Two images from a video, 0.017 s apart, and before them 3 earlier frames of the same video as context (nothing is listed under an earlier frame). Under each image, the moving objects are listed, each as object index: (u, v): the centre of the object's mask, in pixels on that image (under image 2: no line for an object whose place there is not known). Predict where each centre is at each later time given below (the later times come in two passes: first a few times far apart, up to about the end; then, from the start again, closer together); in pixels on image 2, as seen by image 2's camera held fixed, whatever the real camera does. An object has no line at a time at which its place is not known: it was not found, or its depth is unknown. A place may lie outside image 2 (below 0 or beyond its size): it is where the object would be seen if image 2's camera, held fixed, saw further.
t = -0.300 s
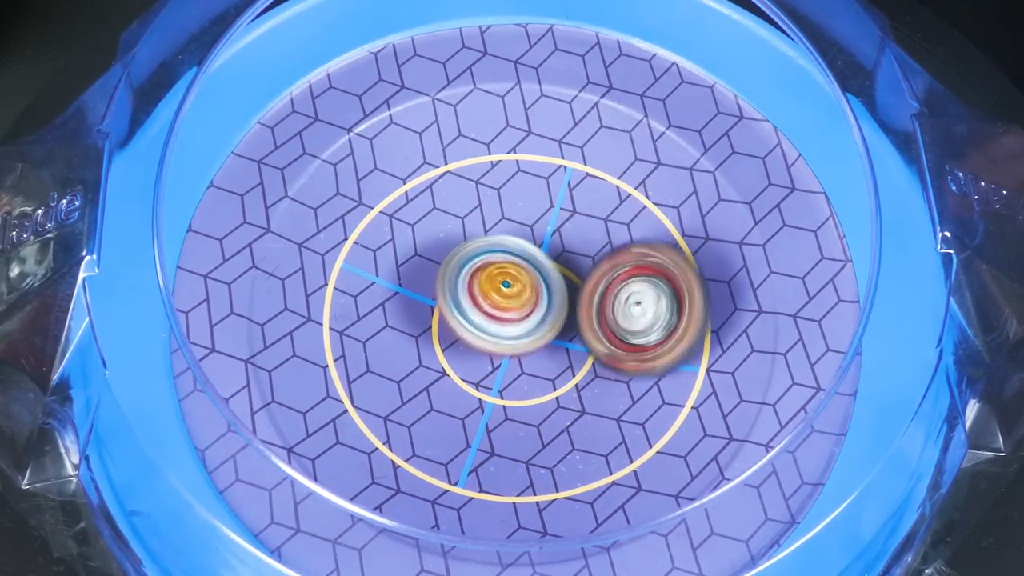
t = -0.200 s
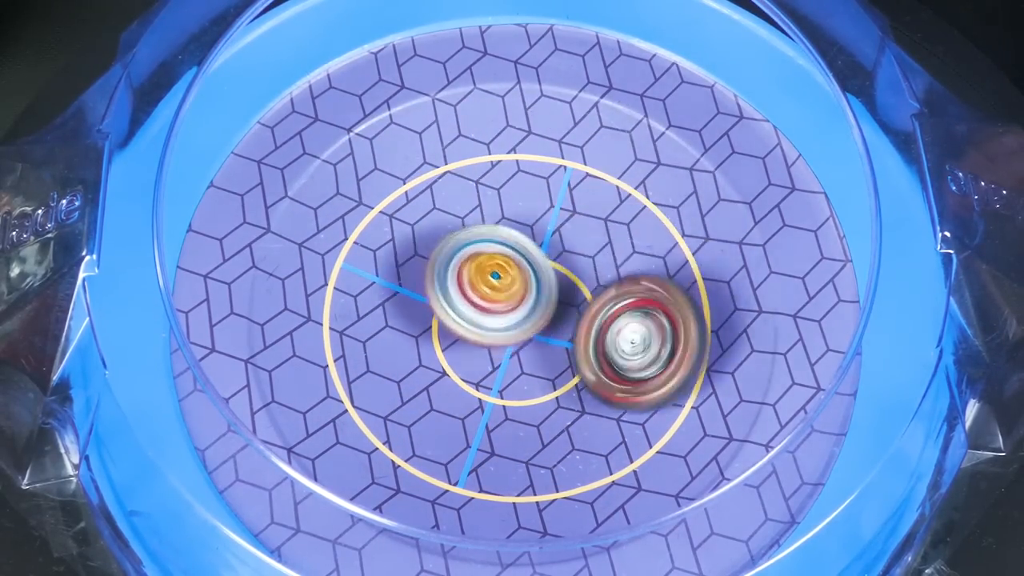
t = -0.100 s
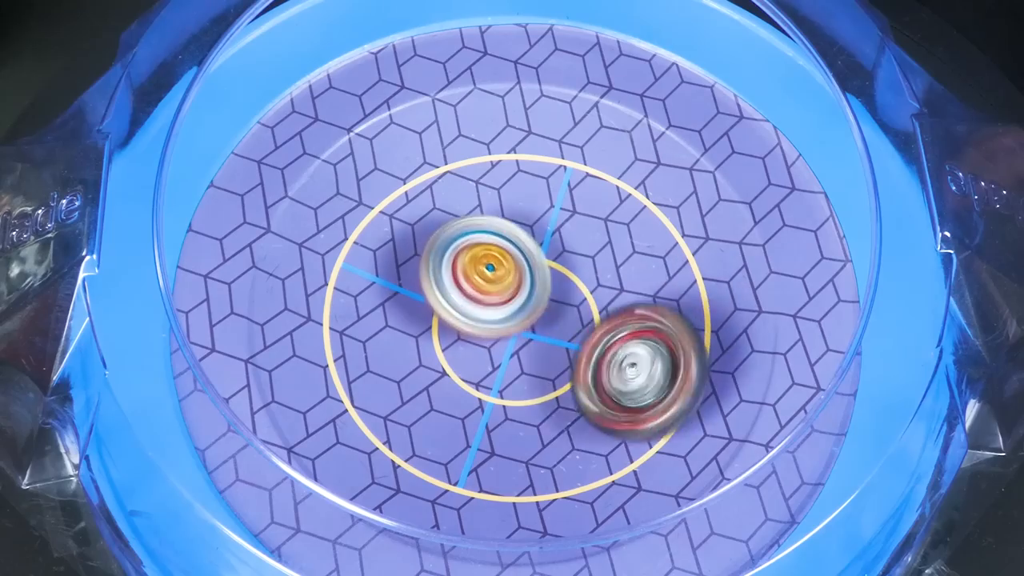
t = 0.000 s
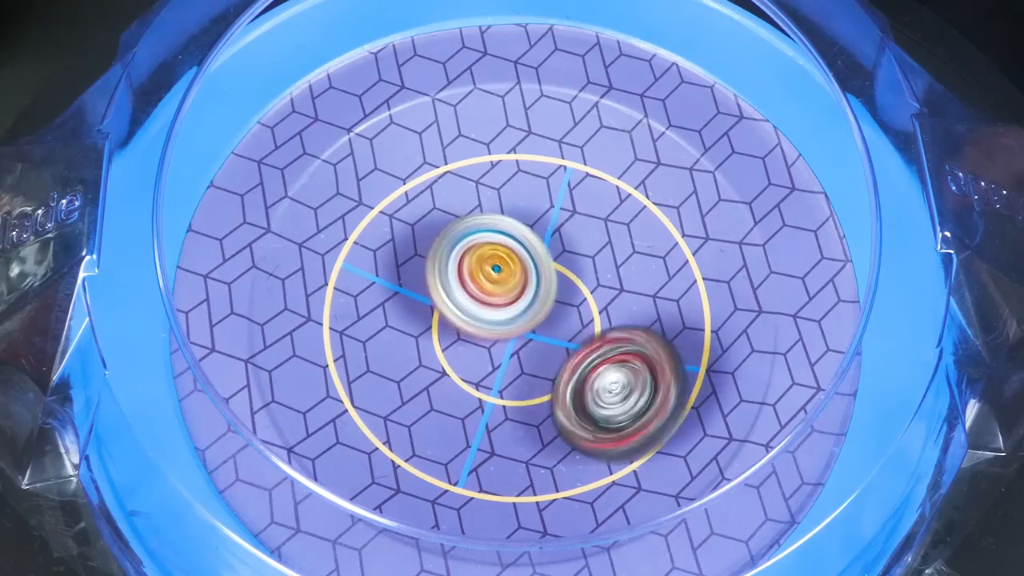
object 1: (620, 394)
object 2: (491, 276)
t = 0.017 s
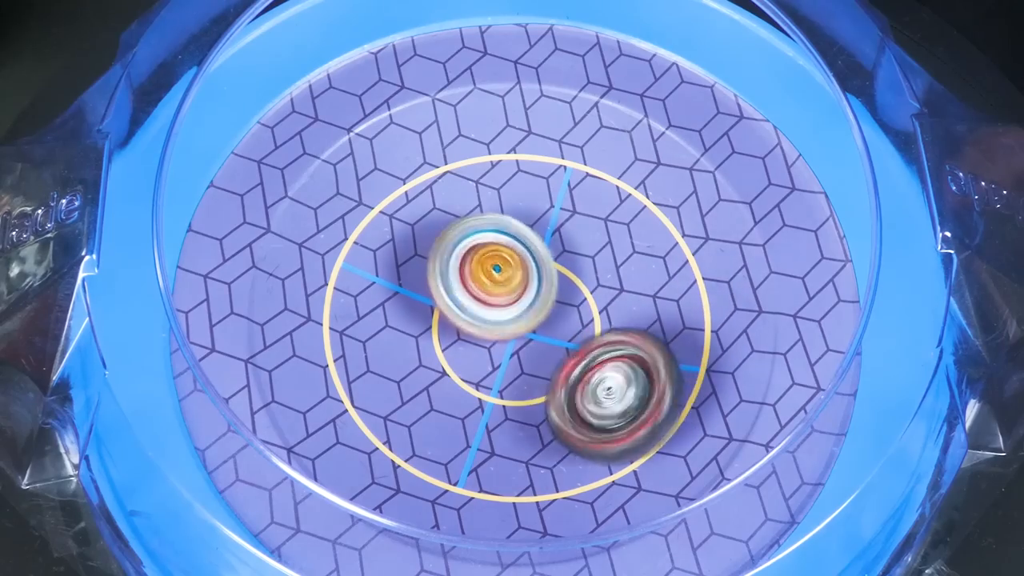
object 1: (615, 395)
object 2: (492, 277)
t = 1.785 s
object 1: (509, 157)
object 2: (513, 345)
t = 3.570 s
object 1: (581, 286)
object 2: (619, 160)
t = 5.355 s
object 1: (494, 301)
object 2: (415, 120)
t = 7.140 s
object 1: (539, 303)
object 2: (387, 249)
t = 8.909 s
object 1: (527, 306)
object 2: (393, 331)
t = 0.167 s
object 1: (562, 403)
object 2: (505, 280)
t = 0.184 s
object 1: (555, 402)
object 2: (507, 280)
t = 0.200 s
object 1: (547, 401)
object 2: (508, 280)
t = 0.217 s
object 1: (540, 400)
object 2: (509, 279)
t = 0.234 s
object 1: (534, 406)
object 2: (508, 274)
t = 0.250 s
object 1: (528, 410)
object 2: (509, 269)
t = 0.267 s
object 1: (521, 415)
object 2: (509, 264)
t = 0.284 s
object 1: (516, 418)
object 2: (510, 260)
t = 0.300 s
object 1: (509, 421)
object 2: (512, 259)
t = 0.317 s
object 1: (504, 422)
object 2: (512, 256)
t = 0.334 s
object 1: (497, 424)
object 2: (513, 255)
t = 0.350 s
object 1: (491, 424)
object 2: (514, 255)
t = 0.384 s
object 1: (480, 424)
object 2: (515, 255)
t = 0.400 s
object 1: (475, 423)
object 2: (516, 256)
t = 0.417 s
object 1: (469, 421)
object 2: (516, 257)
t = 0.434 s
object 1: (465, 419)
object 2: (516, 258)
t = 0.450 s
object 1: (461, 416)
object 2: (517, 259)
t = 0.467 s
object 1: (456, 413)
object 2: (517, 260)
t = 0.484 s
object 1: (452, 410)
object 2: (517, 261)
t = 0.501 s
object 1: (448, 405)
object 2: (518, 262)
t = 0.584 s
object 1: (434, 379)
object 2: (520, 268)
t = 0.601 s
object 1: (431, 372)
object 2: (521, 270)
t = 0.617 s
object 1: (429, 366)
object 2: (521, 271)
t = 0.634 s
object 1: (425, 361)
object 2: (523, 271)
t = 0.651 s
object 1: (414, 359)
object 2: (531, 266)
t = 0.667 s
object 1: (405, 356)
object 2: (539, 264)
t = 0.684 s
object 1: (397, 354)
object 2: (545, 261)
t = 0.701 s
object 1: (389, 351)
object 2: (549, 260)
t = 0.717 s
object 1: (383, 347)
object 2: (554, 260)
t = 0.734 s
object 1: (376, 344)
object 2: (557, 259)
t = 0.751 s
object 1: (370, 340)
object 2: (558, 260)
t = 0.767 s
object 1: (366, 335)
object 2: (560, 261)
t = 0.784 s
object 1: (361, 331)
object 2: (560, 262)
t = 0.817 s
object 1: (355, 323)
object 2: (560, 265)
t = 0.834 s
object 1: (351, 318)
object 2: (560, 267)
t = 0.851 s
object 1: (350, 313)
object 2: (559, 269)
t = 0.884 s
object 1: (348, 301)
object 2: (558, 272)
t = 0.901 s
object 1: (349, 297)
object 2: (557, 274)
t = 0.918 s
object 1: (349, 291)
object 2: (556, 276)
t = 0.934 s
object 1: (351, 285)
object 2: (555, 278)
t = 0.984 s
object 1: (359, 270)
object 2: (552, 284)
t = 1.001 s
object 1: (363, 265)
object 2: (552, 286)
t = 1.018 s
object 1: (368, 260)
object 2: (551, 287)
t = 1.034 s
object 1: (373, 255)
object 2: (551, 289)
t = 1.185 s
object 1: (435, 216)
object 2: (544, 302)
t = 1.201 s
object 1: (444, 215)
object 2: (543, 304)
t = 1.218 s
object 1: (451, 212)
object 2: (543, 306)
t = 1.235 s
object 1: (457, 203)
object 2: (547, 312)
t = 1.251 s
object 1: (459, 192)
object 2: (549, 320)
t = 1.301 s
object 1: (468, 158)
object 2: (553, 336)
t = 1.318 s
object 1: (470, 146)
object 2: (554, 339)
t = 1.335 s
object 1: (472, 137)
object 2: (554, 341)
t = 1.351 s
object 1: (474, 128)
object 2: (554, 344)
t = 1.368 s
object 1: (475, 120)
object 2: (554, 346)
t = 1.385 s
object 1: (475, 112)
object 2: (553, 348)
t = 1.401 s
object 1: (476, 106)
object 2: (553, 349)
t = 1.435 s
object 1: (477, 96)
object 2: (551, 352)
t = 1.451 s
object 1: (476, 91)
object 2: (550, 353)
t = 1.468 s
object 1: (476, 90)
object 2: (549, 353)
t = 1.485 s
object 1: (476, 89)
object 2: (547, 353)
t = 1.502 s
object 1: (475, 87)
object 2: (546, 354)
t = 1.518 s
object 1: (475, 87)
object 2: (544, 354)
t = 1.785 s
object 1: (509, 157)
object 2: (513, 345)
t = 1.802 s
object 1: (513, 164)
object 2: (510, 344)
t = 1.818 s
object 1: (516, 171)
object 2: (508, 343)
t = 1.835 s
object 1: (522, 179)
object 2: (506, 341)
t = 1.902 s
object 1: (537, 210)
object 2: (498, 337)
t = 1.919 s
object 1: (540, 216)
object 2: (496, 336)
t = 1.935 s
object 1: (546, 220)
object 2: (491, 339)
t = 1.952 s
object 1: (553, 224)
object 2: (486, 342)
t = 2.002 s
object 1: (564, 236)
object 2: (476, 344)
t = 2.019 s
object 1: (569, 243)
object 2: (475, 344)
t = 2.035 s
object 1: (569, 249)
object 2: (473, 343)
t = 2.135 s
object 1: (584, 277)
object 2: (463, 335)
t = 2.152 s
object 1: (585, 284)
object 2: (461, 334)
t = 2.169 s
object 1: (584, 288)
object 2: (459, 332)
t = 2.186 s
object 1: (585, 295)
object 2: (457, 330)
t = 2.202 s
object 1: (586, 299)
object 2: (453, 328)
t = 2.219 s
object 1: (587, 305)
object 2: (450, 326)
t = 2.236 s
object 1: (585, 310)
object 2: (448, 323)
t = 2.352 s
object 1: (572, 345)
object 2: (429, 297)
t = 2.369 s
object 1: (569, 351)
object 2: (423, 291)
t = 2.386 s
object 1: (566, 355)
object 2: (419, 285)
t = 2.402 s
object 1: (562, 358)
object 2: (415, 278)
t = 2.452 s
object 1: (546, 366)
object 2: (402, 260)
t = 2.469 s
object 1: (540, 368)
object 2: (398, 255)
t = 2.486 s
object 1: (534, 369)
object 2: (394, 250)
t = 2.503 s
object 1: (529, 370)
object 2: (391, 245)
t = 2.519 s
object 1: (523, 370)
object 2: (388, 240)
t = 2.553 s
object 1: (510, 370)
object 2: (382, 230)
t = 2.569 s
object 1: (506, 369)
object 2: (380, 225)
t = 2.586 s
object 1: (500, 367)
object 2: (378, 221)
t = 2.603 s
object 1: (495, 365)
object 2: (376, 216)
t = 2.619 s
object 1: (489, 364)
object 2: (375, 213)
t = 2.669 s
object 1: (474, 356)
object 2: (375, 203)
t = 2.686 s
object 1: (469, 353)
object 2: (375, 201)
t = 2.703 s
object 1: (465, 349)
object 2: (377, 199)
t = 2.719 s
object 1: (461, 345)
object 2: (378, 198)
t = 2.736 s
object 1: (458, 341)
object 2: (380, 197)
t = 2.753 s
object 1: (455, 337)
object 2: (382, 196)
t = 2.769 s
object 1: (451, 332)
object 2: (385, 196)
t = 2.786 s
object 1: (449, 328)
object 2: (387, 196)
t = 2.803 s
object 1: (447, 324)
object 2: (391, 197)
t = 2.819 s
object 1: (447, 321)
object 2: (394, 196)
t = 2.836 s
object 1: (446, 326)
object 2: (396, 189)
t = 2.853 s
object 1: (447, 332)
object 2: (398, 181)
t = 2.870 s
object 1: (452, 338)
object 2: (401, 173)
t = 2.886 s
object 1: (455, 344)
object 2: (403, 168)
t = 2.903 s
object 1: (458, 346)
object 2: (407, 163)
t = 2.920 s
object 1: (463, 348)
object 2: (411, 157)
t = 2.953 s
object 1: (471, 348)
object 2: (420, 147)
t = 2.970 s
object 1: (477, 348)
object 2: (424, 143)
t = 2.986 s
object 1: (480, 345)
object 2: (429, 139)
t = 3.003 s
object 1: (483, 341)
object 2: (435, 136)
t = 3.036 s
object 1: (492, 335)
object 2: (446, 129)
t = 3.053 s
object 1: (495, 332)
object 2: (452, 126)
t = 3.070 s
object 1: (497, 329)
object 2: (458, 124)
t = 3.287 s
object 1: (544, 294)
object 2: (539, 116)
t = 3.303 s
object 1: (548, 291)
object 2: (546, 116)
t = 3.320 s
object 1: (551, 290)
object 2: (552, 117)
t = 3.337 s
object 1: (555, 288)
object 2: (557, 119)
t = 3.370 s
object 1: (560, 287)
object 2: (569, 122)
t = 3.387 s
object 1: (563, 285)
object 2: (575, 124)
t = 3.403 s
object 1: (566, 285)
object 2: (580, 126)
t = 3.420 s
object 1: (570, 285)
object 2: (585, 129)
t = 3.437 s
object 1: (571, 285)
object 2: (590, 131)
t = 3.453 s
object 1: (573, 284)
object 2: (595, 134)
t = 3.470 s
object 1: (575, 285)
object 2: (600, 137)
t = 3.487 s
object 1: (577, 284)
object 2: (604, 141)
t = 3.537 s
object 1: (580, 286)
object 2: (614, 152)
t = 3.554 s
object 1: (580, 287)
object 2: (617, 156)
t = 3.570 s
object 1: (581, 286)
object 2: (619, 160)
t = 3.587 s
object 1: (581, 290)
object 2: (621, 165)
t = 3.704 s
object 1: (552, 321)
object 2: (642, 194)
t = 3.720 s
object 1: (548, 322)
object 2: (645, 199)
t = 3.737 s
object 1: (544, 327)
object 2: (646, 206)
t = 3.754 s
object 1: (539, 330)
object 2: (648, 211)
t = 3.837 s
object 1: (522, 339)
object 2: (646, 246)
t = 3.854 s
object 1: (518, 341)
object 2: (644, 255)
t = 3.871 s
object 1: (513, 342)
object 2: (643, 264)
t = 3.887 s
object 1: (510, 342)
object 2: (640, 271)
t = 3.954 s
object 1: (494, 342)
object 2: (629, 308)
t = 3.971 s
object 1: (491, 340)
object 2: (627, 318)
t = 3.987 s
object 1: (488, 340)
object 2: (624, 327)
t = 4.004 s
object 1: (484, 338)
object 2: (621, 336)
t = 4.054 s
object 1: (476, 331)
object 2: (609, 363)
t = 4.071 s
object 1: (473, 329)
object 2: (606, 372)
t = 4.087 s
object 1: (471, 326)
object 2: (601, 380)
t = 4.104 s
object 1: (469, 323)
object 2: (598, 388)
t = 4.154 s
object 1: (466, 313)
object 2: (585, 411)
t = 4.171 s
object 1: (465, 309)
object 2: (580, 418)
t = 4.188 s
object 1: (465, 306)
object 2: (576, 426)
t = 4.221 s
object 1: (467, 299)
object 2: (566, 438)
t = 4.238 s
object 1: (468, 296)
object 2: (561, 445)
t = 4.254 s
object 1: (468, 292)
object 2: (557, 450)
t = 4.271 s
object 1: (470, 289)
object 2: (552, 455)
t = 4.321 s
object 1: (478, 280)
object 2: (539, 466)
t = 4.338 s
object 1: (480, 277)
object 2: (535, 469)
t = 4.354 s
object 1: (482, 274)
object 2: (530, 471)
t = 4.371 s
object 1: (485, 272)
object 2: (525, 472)
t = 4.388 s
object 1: (489, 270)
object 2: (521, 474)
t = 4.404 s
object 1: (492, 268)
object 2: (518, 474)
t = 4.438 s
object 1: (498, 265)
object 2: (511, 473)
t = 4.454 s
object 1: (502, 264)
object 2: (508, 471)
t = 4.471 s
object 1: (507, 263)
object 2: (504, 469)
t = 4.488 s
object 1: (510, 263)
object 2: (502, 467)
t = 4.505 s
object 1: (514, 262)
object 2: (500, 463)
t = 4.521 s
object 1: (517, 261)
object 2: (497, 460)
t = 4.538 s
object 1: (521, 261)
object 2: (495, 457)
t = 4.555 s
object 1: (524, 261)
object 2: (492, 452)
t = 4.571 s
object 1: (528, 262)
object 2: (490, 448)
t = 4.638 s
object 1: (540, 266)
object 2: (484, 426)
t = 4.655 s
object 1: (543, 267)
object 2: (483, 420)
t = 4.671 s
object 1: (546, 269)
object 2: (482, 415)
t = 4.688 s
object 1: (548, 270)
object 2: (481, 408)
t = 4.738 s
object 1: (555, 278)
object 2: (476, 385)
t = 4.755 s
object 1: (556, 281)
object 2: (474, 377)
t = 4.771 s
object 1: (560, 281)
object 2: (470, 370)
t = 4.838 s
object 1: (573, 282)
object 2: (445, 342)
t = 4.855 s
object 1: (573, 283)
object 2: (441, 334)
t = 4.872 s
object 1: (575, 283)
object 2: (437, 325)
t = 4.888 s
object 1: (575, 287)
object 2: (433, 316)
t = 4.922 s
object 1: (573, 292)
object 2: (425, 298)
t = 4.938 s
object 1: (573, 295)
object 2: (422, 288)
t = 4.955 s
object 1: (572, 296)
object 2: (418, 279)
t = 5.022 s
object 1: (562, 305)
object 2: (407, 242)
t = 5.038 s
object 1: (559, 307)
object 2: (405, 233)
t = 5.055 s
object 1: (557, 309)
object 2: (403, 225)
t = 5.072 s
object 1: (553, 311)
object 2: (401, 216)
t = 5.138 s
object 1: (539, 315)
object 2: (396, 182)
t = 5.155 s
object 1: (535, 316)
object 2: (396, 174)
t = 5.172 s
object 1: (530, 316)
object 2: (396, 167)
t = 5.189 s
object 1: (527, 315)
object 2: (395, 161)
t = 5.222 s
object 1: (520, 314)
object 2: (397, 148)
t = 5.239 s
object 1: (516, 314)
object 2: (399, 142)
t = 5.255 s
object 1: (512, 313)
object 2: (400, 136)
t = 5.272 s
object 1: (509, 311)
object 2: (402, 132)
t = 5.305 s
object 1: (502, 308)
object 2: (406, 125)
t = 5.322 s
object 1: (500, 306)
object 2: (409, 123)
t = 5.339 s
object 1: (496, 304)
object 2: (411, 121)
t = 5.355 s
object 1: (494, 301)
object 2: (415, 120)
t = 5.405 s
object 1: (489, 294)
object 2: (424, 120)
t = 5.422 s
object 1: (487, 291)
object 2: (428, 120)
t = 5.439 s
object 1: (486, 288)
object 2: (432, 121)
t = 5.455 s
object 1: (486, 286)
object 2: (436, 123)
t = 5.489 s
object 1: (487, 281)
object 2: (443, 127)
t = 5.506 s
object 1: (487, 279)
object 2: (449, 130)
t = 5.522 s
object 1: (487, 276)
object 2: (454, 132)
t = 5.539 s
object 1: (488, 273)
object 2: (458, 135)
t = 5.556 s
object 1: (489, 271)
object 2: (463, 137)
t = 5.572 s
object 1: (491, 268)
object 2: (467, 141)
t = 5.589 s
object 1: (493, 268)
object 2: (472, 143)
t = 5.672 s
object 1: (498, 279)
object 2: (504, 153)
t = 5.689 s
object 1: (498, 282)
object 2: (512, 156)
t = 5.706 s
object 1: (501, 282)
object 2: (520, 160)
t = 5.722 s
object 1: (503, 283)
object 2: (528, 164)
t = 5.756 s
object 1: (508, 285)
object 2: (541, 172)
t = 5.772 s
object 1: (510, 287)
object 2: (550, 176)
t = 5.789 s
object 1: (510, 289)
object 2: (559, 181)
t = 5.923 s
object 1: (519, 311)
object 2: (619, 225)
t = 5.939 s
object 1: (520, 314)
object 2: (626, 232)
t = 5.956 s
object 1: (521, 317)
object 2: (632, 238)
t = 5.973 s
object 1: (520, 319)
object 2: (638, 244)
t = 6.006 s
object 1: (521, 323)
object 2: (646, 257)
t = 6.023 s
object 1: (520, 325)
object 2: (651, 265)
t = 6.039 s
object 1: (521, 326)
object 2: (655, 271)
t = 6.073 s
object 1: (518, 330)
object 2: (660, 284)
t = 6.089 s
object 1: (518, 331)
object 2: (662, 292)
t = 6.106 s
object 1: (516, 332)
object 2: (664, 299)
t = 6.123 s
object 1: (515, 333)
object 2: (666, 305)
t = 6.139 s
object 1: (514, 335)
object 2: (667, 311)
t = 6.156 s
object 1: (512, 336)
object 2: (667, 318)
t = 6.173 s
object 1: (511, 336)
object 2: (668, 326)
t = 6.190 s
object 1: (510, 336)
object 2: (667, 332)
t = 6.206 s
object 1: (508, 335)
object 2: (666, 337)
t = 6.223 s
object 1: (508, 335)
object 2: (665, 343)
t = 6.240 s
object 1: (506, 336)
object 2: (663, 350)
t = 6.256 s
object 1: (504, 334)
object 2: (662, 355)
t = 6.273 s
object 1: (503, 334)
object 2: (659, 360)
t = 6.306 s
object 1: (501, 332)
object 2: (653, 370)
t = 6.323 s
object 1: (500, 330)
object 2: (649, 375)
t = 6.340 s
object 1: (500, 330)
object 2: (644, 379)
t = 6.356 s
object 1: (499, 327)
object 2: (641, 382)
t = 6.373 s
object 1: (498, 325)
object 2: (636, 386)
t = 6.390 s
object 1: (499, 323)
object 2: (630, 391)
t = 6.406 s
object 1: (499, 322)
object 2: (624, 393)
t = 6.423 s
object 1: (498, 319)
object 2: (619, 395)
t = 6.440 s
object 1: (500, 317)
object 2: (612, 398)
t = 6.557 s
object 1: (504, 290)
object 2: (565, 415)
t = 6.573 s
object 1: (506, 286)
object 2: (559, 416)
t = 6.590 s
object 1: (507, 284)
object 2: (551, 418)
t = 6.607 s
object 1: (509, 281)
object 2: (543, 418)
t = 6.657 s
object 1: (513, 277)
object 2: (519, 417)
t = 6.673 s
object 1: (515, 275)
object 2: (512, 415)
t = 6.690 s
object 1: (517, 274)
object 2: (503, 413)
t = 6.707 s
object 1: (519, 272)
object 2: (496, 411)
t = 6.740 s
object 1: (523, 271)
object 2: (481, 404)
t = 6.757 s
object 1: (525, 270)
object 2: (473, 401)
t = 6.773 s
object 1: (528, 270)
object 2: (467, 397)
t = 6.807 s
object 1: (532, 270)
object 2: (454, 387)
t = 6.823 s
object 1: (533, 270)
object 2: (448, 382)
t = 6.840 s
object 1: (535, 270)
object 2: (442, 376)
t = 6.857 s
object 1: (536, 271)
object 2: (435, 369)
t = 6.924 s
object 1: (542, 276)
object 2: (416, 344)
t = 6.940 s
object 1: (544, 277)
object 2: (412, 337)
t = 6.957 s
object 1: (543, 279)
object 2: (408, 330)
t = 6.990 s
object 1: (546, 283)
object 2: (401, 316)
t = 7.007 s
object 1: (546, 285)
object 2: (399, 309)
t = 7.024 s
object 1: (546, 287)
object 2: (397, 301)
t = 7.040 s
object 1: (546, 289)
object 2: (394, 293)
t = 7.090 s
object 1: (544, 296)
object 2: (389, 270)
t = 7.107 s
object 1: (543, 299)
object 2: (388, 263)
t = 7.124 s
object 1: (541, 301)
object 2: (387, 257)
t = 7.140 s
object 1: (539, 303)
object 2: (387, 249)
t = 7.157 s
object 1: (538, 305)
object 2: (388, 242)
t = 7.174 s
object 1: (535, 306)
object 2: (387, 236)
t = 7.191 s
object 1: (534, 307)
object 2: (388, 228)
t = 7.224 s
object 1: (528, 309)
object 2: (391, 216)
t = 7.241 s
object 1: (526, 310)
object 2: (392, 210)
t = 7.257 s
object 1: (523, 310)
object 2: (395, 204)
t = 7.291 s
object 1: (518, 311)
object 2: (400, 194)
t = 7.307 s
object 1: (516, 310)
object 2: (404, 189)
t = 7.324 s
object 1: (513, 310)
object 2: (408, 184)
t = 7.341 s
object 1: (511, 310)
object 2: (411, 180)
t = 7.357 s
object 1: (508, 308)
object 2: (416, 176)
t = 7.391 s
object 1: (504, 307)
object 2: (425, 169)
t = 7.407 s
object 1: (502, 306)
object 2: (430, 166)
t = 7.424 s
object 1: (500, 303)
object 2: (435, 165)
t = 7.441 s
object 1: (499, 302)
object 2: (441, 161)
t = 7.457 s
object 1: (497, 300)
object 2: (447, 160)
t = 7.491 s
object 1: (496, 296)
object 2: (460, 157)
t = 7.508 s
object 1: (494, 294)
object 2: (465, 157)
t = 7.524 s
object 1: (494, 291)
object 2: (472, 157)
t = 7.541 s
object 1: (494, 290)
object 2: (479, 156)
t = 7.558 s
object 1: (494, 288)
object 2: (484, 155)
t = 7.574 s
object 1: (495, 286)
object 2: (491, 157)
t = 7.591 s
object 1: (496, 284)
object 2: (498, 157)
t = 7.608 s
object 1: (496, 283)
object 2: (505, 156)
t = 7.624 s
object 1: (497, 282)
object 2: (511, 159)
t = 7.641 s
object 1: (496, 285)
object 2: (519, 159)
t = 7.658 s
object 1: (493, 287)
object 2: (527, 155)
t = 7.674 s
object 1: (492, 287)
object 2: (534, 157)
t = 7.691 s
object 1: (494, 289)
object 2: (543, 157)
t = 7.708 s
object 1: (494, 291)
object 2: (551, 156)
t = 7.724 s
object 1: (495, 292)
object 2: (557, 159)
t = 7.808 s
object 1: (501, 295)
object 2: (594, 170)
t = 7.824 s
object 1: (502, 296)
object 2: (599, 175)
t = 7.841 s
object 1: (504, 297)
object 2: (607, 180)
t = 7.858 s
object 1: (505, 299)
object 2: (613, 183)
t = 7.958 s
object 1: (510, 306)
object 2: (639, 216)
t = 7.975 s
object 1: (510, 306)
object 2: (641, 224)
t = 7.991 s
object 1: (511, 307)
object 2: (644, 230)
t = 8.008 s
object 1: (512, 308)
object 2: (647, 235)
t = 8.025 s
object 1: (512, 310)
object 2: (647, 243)
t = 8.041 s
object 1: (511, 311)
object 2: (649, 250)
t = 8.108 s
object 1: (511, 313)
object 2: (649, 278)
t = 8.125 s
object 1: (510, 315)
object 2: (646, 287)
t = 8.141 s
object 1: (510, 315)
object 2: (645, 294)
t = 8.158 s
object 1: (510, 316)
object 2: (643, 300)
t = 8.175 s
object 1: (510, 315)
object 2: (641, 308)
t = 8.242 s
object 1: (493, 312)
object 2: (638, 339)
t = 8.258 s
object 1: (491, 311)
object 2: (634, 346)
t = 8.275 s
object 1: (491, 310)
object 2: (631, 355)
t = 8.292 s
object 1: (491, 309)
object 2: (627, 361)
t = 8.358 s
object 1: (491, 307)
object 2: (604, 386)
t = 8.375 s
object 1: (490, 305)
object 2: (599, 390)
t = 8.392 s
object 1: (490, 304)
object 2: (592, 396)
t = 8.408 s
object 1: (490, 302)
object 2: (584, 401)
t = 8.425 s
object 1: (491, 300)
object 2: (577, 405)
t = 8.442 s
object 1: (492, 299)
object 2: (569, 409)
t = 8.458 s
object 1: (493, 298)
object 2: (562, 412)
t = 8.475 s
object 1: (494, 297)
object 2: (554, 414)
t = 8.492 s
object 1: (495, 296)
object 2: (546, 416)
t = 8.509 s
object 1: (497, 295)
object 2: (538, 417)
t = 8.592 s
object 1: (504, 293)
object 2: (497, 416)
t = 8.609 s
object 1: (506, 293)
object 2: (490, 415)
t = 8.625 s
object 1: (508, 293)
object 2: (482, 412)
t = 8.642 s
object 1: (509, 292)
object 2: (475, 410)
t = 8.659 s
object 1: (511, 293)
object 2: (468, 407)
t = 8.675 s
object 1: (513, 294)
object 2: (461, 403)
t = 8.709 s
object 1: (516, 293)
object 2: (447, 398)
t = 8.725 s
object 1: (517, 293)
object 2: (440, 394)
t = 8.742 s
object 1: (518, 294)
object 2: (434, 390)
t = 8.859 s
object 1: (527, 302)
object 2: (400, 350)
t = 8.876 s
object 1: (526, 302)
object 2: (398, 344)
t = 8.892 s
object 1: (528, 304)
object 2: (395, 337)
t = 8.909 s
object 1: (527, 306)
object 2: (393, 331)
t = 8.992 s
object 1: (528, 310)
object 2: (391, 295)
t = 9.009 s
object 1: (532, 314)
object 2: (390, 286)
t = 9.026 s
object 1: (530, 317)
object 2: (391, 277)
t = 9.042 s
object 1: (529, 319)
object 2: (392, 270)
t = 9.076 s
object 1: (528, 320)
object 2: (396, 255)
